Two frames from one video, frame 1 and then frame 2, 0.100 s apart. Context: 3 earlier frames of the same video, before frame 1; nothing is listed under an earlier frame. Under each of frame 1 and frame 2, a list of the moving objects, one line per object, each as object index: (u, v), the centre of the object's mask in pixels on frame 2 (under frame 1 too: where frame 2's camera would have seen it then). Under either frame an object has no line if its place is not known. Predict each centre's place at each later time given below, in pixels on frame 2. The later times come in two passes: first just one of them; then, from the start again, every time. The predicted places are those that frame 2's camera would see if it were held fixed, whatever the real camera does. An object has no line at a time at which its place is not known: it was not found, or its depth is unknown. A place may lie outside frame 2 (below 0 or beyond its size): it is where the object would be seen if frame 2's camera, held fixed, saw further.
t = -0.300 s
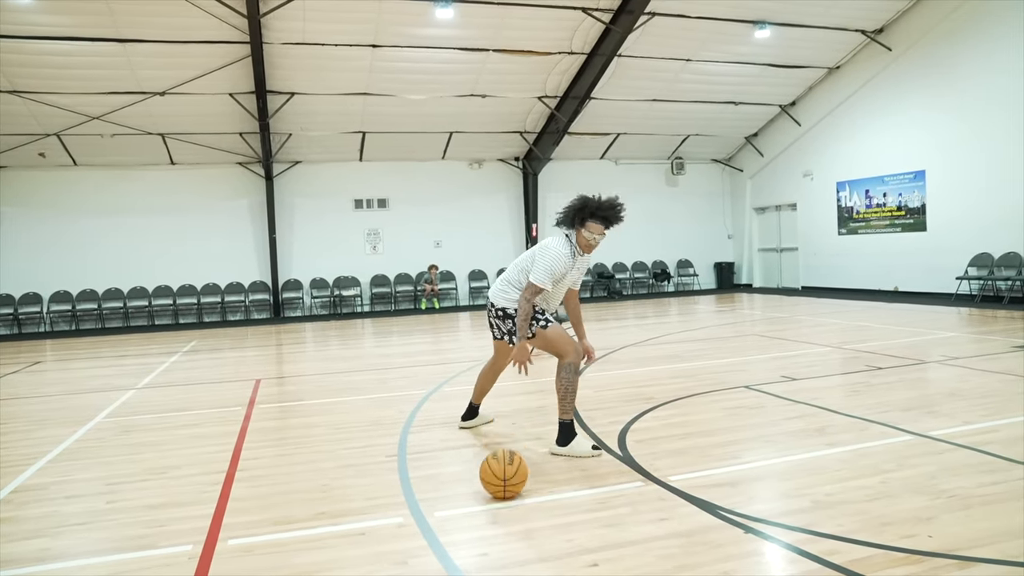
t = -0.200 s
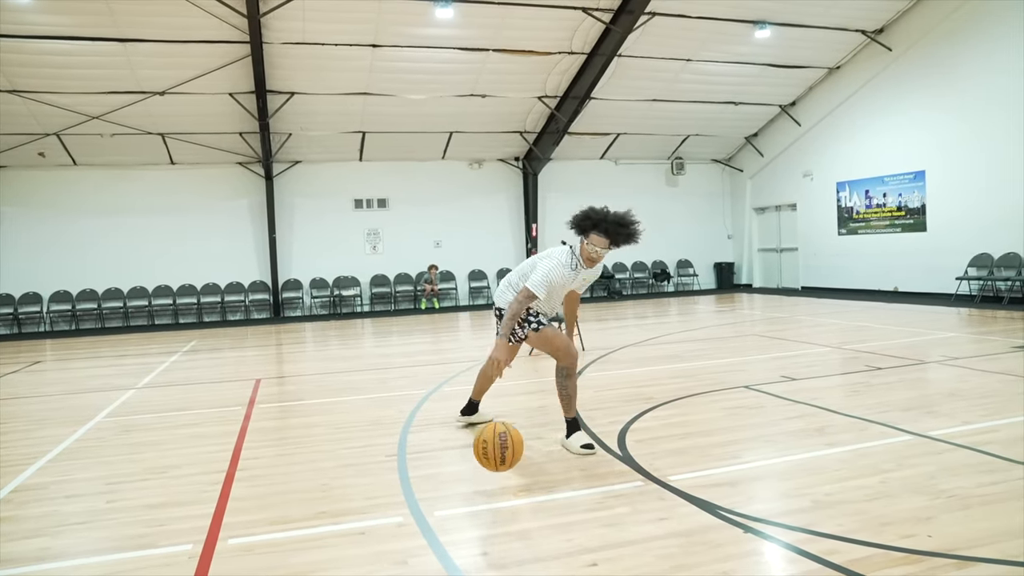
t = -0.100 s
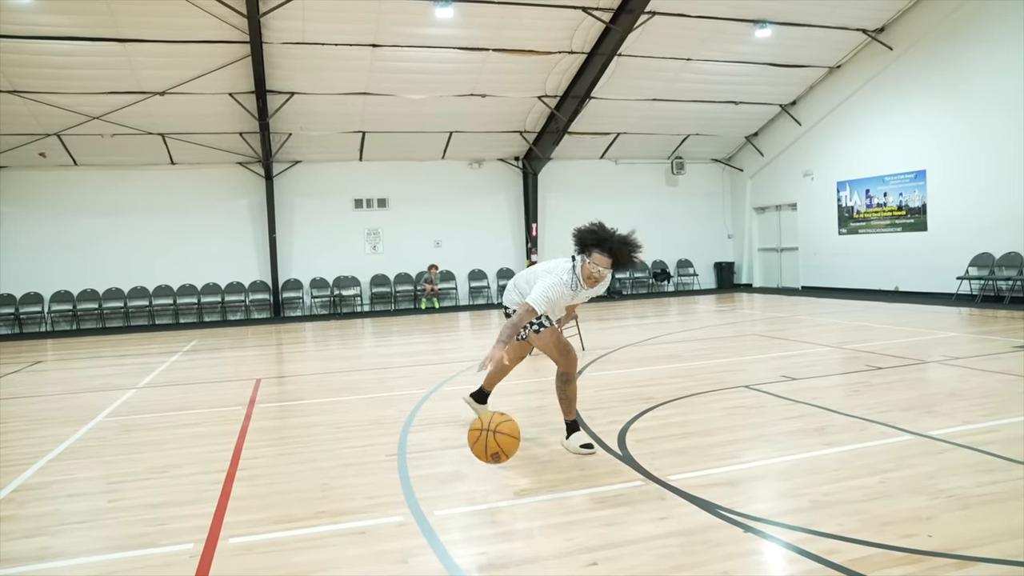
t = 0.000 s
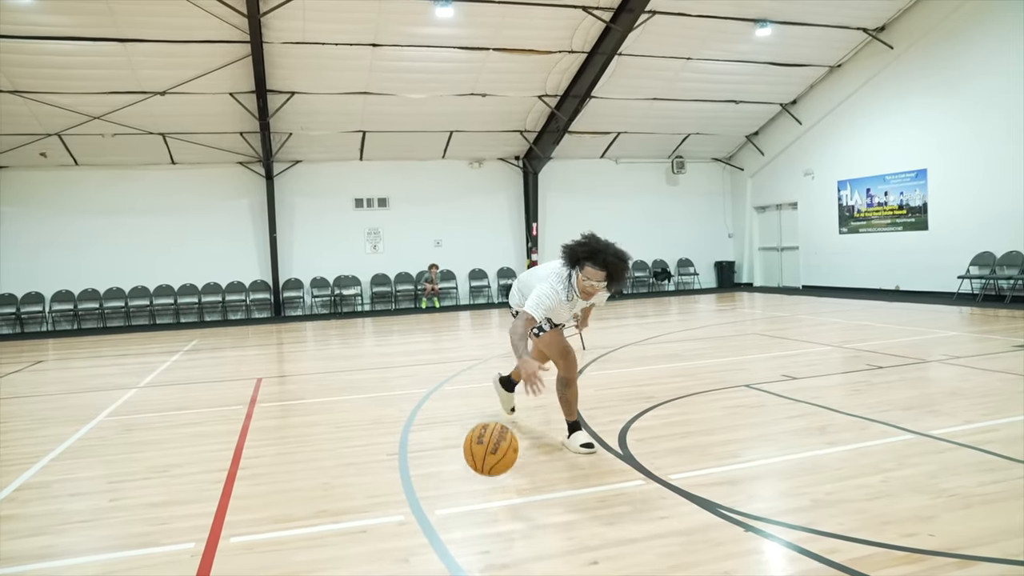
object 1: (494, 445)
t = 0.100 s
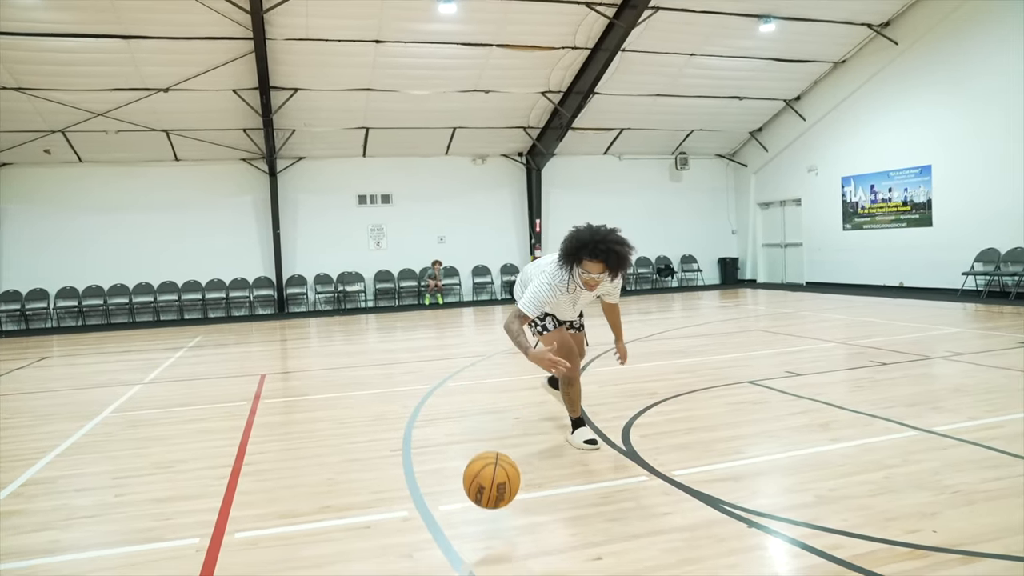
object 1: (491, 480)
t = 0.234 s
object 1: (486, 506)
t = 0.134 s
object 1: (490, 497)
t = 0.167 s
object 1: (490, 518)
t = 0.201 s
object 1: (488, 513)
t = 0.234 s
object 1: (486, 506)
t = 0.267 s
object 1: (483, 502)
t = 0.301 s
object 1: (481, 500)
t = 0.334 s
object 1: (479, 502)
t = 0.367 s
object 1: (477, 505)
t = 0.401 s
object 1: (475, 513)
